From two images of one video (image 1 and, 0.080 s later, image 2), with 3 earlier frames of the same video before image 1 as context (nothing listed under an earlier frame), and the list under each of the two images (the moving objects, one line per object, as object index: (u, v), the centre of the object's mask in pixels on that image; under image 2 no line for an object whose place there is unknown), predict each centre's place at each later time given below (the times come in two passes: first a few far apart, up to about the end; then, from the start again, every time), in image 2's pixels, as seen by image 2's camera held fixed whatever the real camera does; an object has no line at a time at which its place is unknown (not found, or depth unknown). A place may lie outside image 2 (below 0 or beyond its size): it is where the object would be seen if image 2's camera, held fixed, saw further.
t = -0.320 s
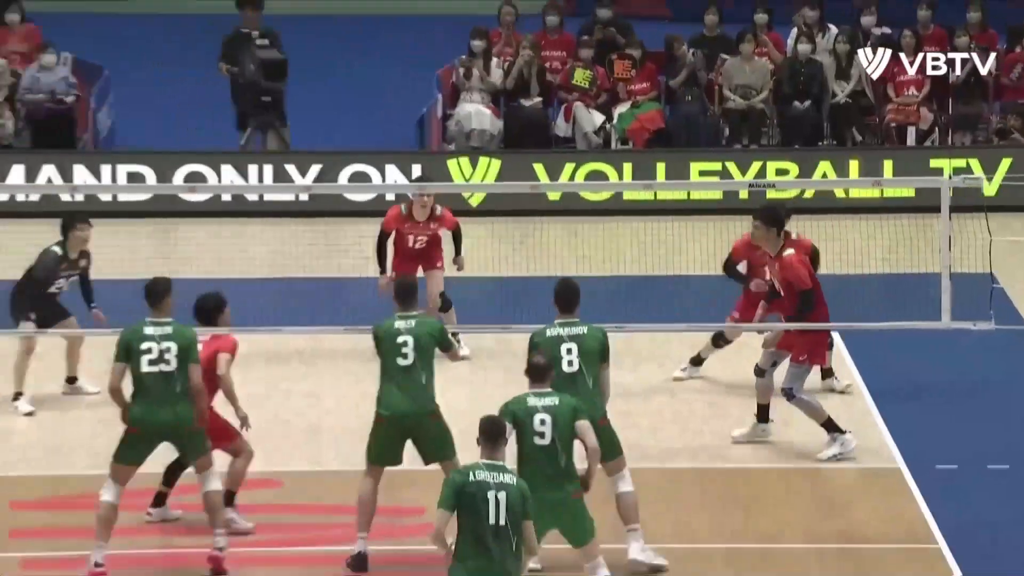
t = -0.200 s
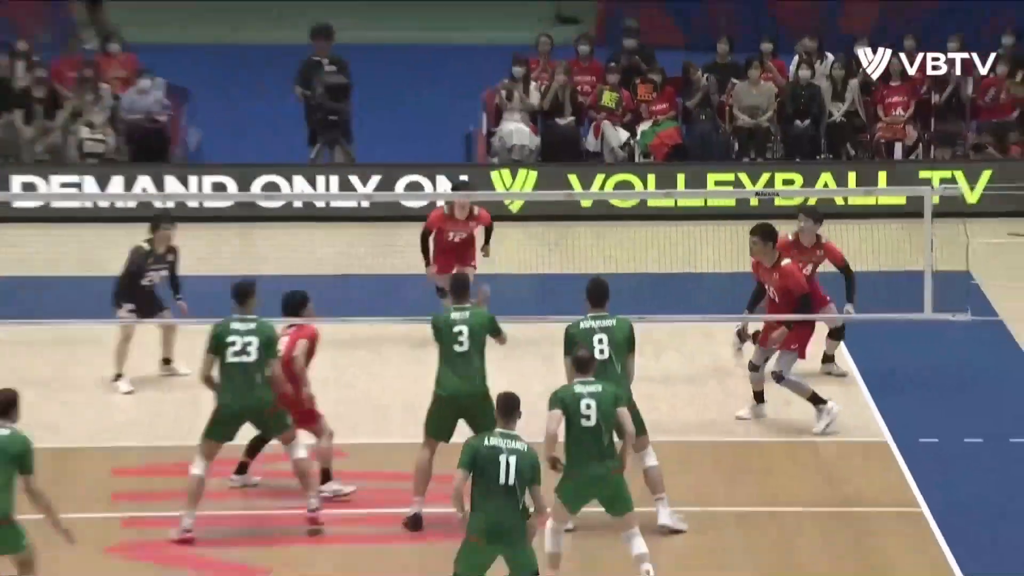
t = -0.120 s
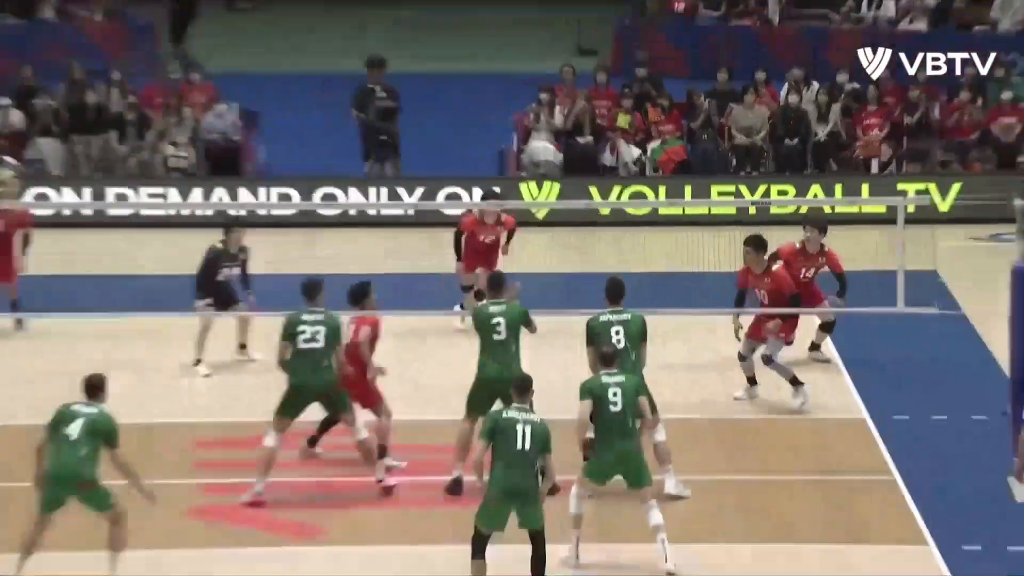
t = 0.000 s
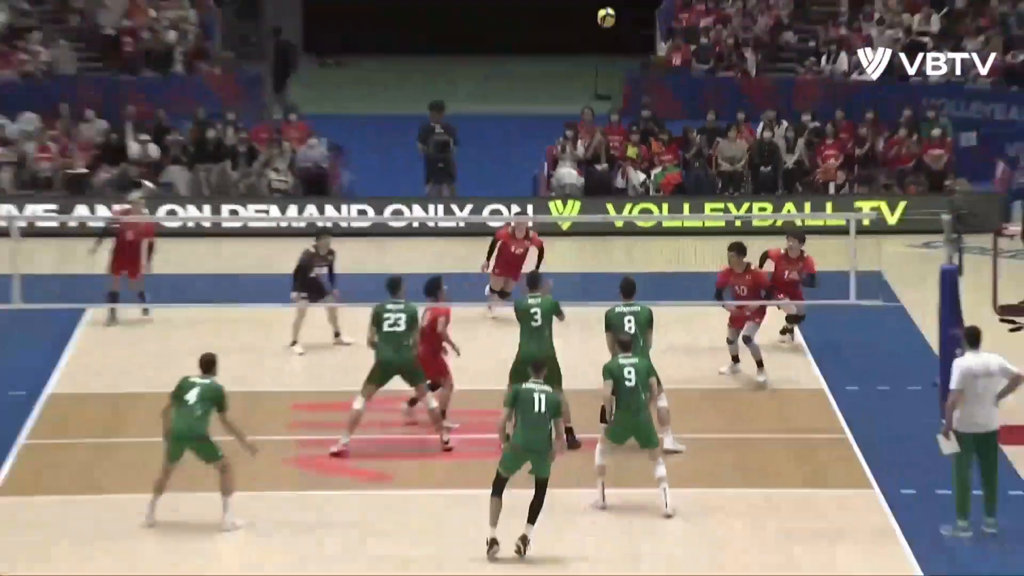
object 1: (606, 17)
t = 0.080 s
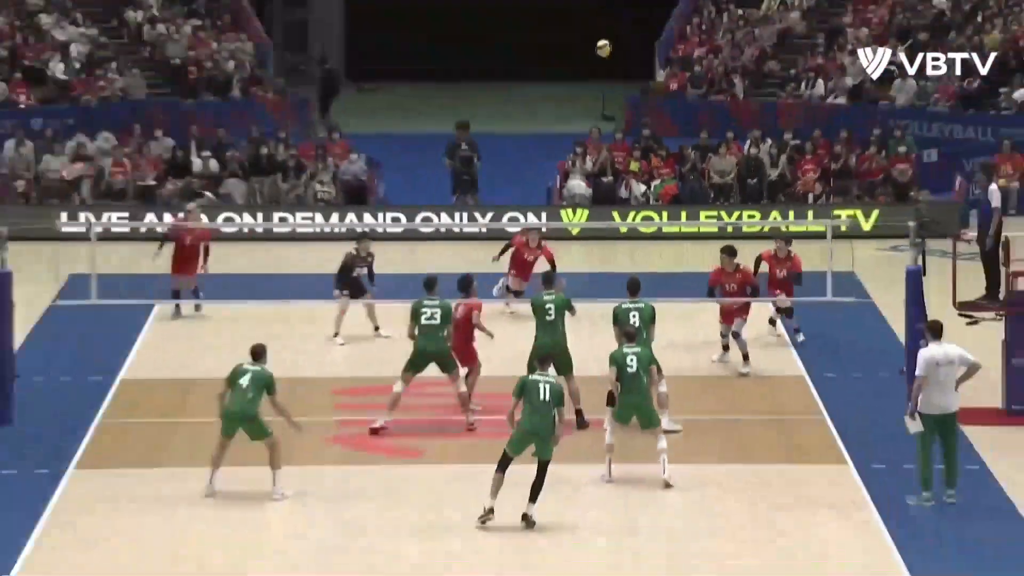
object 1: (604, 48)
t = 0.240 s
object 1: (588, 60)
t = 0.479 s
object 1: (562, 101)
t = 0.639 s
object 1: (545, 143)
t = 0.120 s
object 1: (600, 51)
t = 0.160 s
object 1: (596, 54)
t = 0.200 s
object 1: (592, 57)
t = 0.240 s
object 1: (588, 60)
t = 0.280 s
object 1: (584, 65)
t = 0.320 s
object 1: (580, 70)
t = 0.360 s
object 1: (575, 76)
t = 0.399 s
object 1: (571, 84)
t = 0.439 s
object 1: (567, 91)
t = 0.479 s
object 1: (562, 101)
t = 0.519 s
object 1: (558, 111)
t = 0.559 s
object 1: (553, 121)
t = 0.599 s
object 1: (549, 132)
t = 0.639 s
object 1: (545, 143)
